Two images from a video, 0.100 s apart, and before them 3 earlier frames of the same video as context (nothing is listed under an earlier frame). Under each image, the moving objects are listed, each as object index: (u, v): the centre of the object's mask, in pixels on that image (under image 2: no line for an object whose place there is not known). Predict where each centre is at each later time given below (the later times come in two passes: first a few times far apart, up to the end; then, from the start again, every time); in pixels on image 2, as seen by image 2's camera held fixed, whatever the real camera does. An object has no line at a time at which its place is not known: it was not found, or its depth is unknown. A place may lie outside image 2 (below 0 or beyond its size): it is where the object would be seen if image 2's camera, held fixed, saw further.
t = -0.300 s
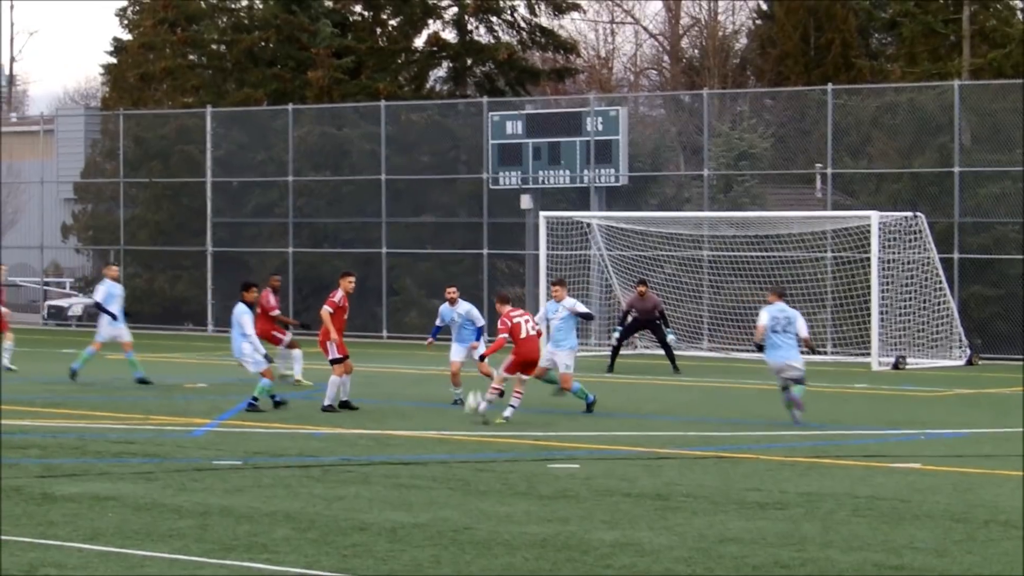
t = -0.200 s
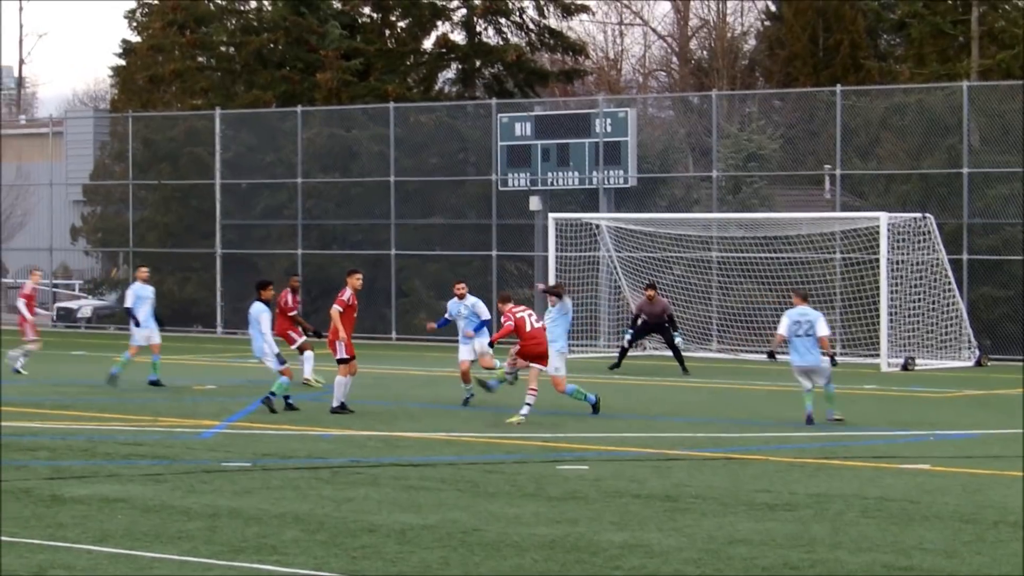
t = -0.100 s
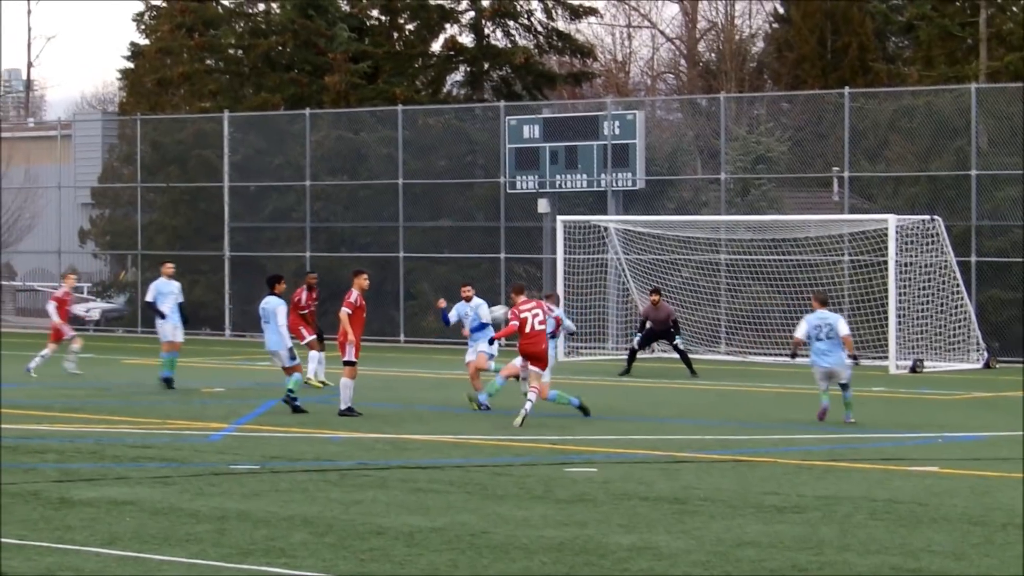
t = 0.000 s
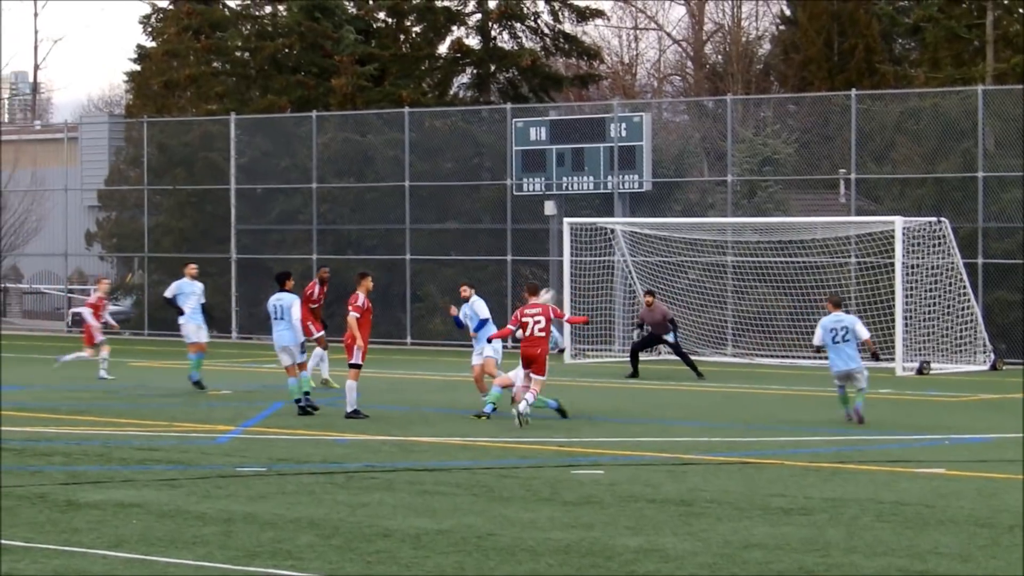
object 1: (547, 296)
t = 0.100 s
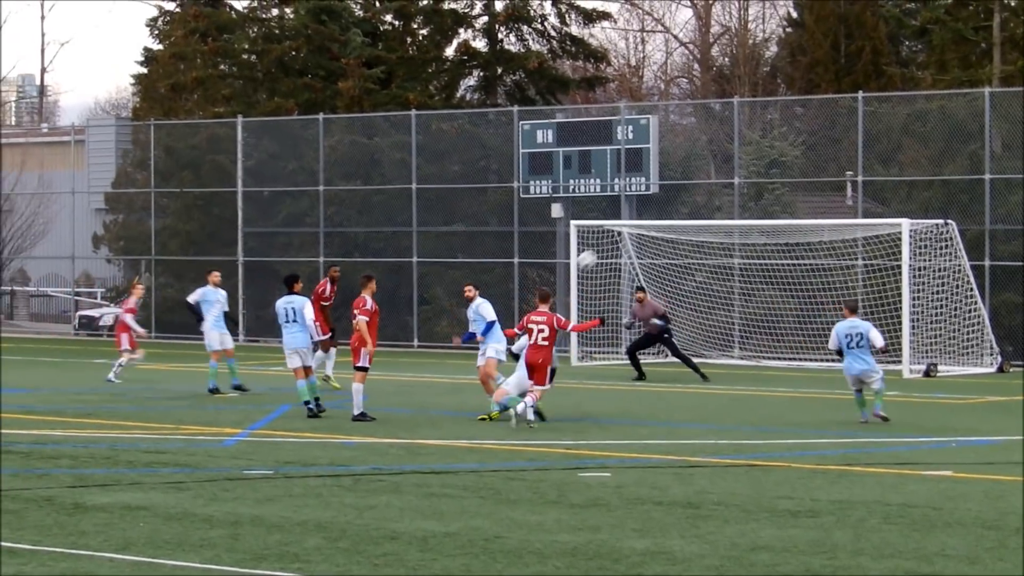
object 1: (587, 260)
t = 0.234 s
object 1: (635, 216)
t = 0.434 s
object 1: (708, 179)
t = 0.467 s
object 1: (721, 176)
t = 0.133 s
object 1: (598, 248)
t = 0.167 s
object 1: (611, 237)
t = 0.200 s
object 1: (622, 225)
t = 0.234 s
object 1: (635, 216)
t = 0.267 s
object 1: (647, 208)
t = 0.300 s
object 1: (659, 201)
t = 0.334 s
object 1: (672, 194)
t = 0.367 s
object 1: (685, 188)
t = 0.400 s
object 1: (697, 183)
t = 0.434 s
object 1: (708, 179)
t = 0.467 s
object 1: (721, 176)
